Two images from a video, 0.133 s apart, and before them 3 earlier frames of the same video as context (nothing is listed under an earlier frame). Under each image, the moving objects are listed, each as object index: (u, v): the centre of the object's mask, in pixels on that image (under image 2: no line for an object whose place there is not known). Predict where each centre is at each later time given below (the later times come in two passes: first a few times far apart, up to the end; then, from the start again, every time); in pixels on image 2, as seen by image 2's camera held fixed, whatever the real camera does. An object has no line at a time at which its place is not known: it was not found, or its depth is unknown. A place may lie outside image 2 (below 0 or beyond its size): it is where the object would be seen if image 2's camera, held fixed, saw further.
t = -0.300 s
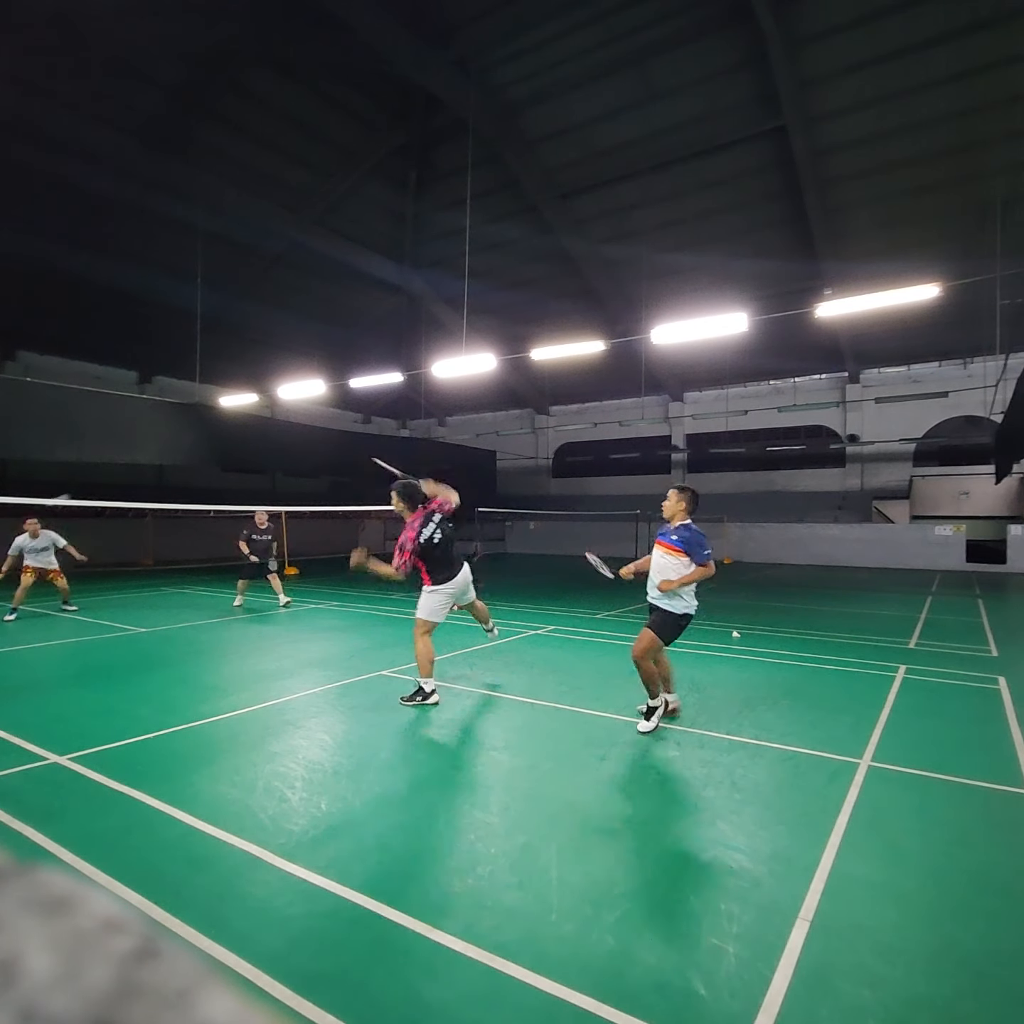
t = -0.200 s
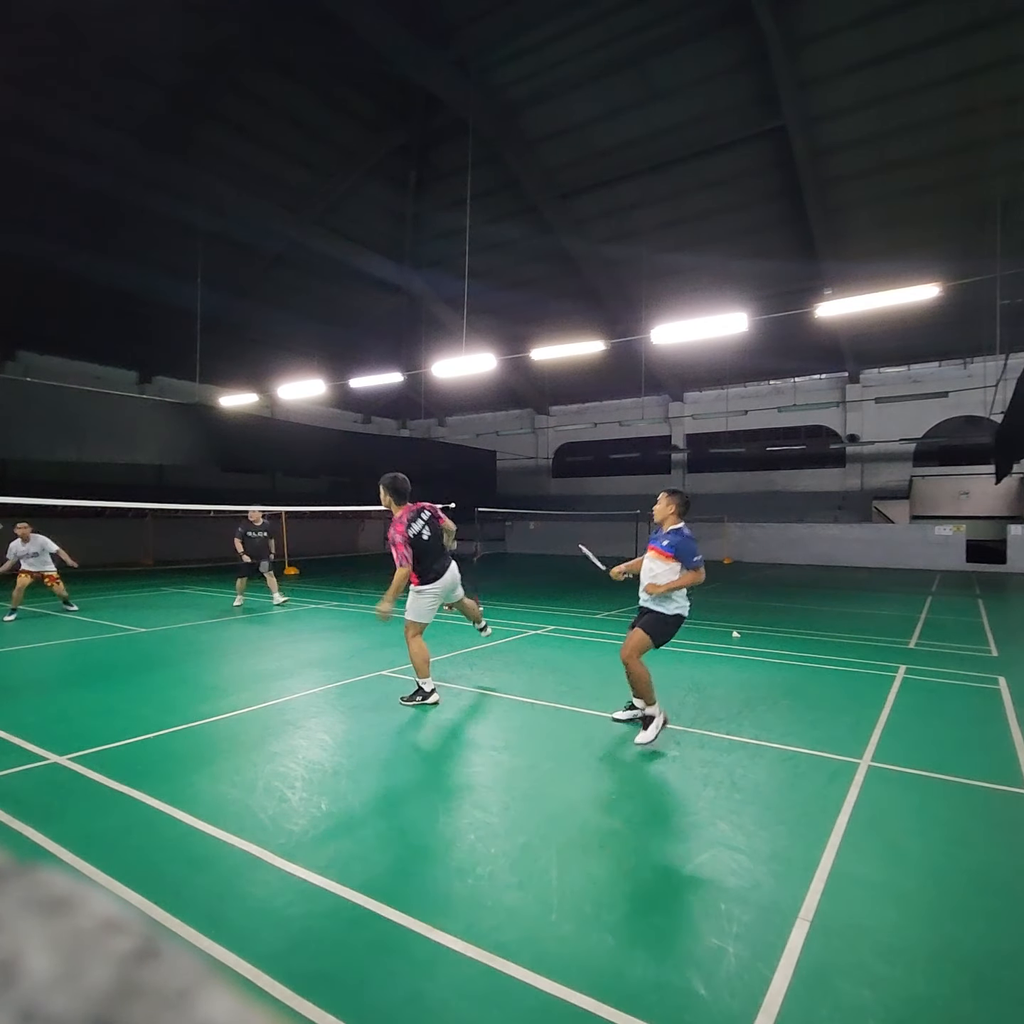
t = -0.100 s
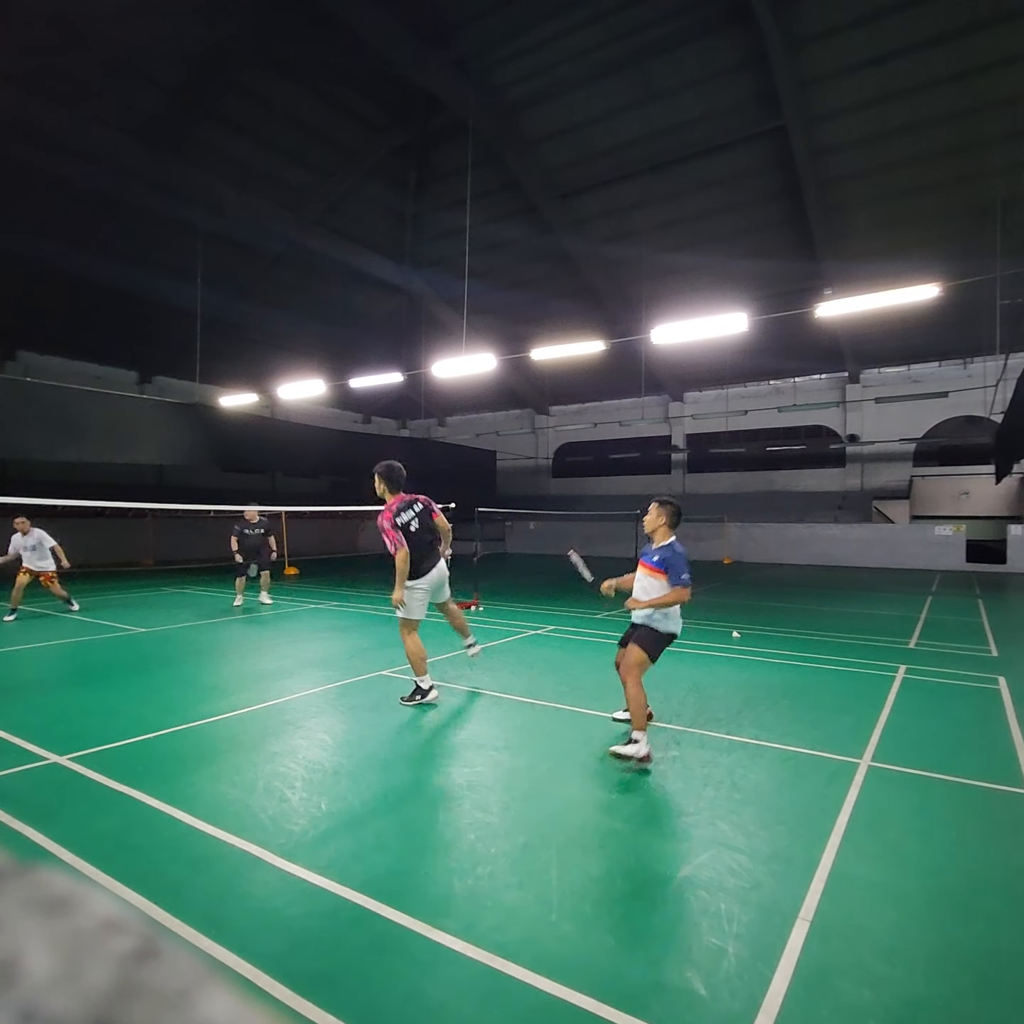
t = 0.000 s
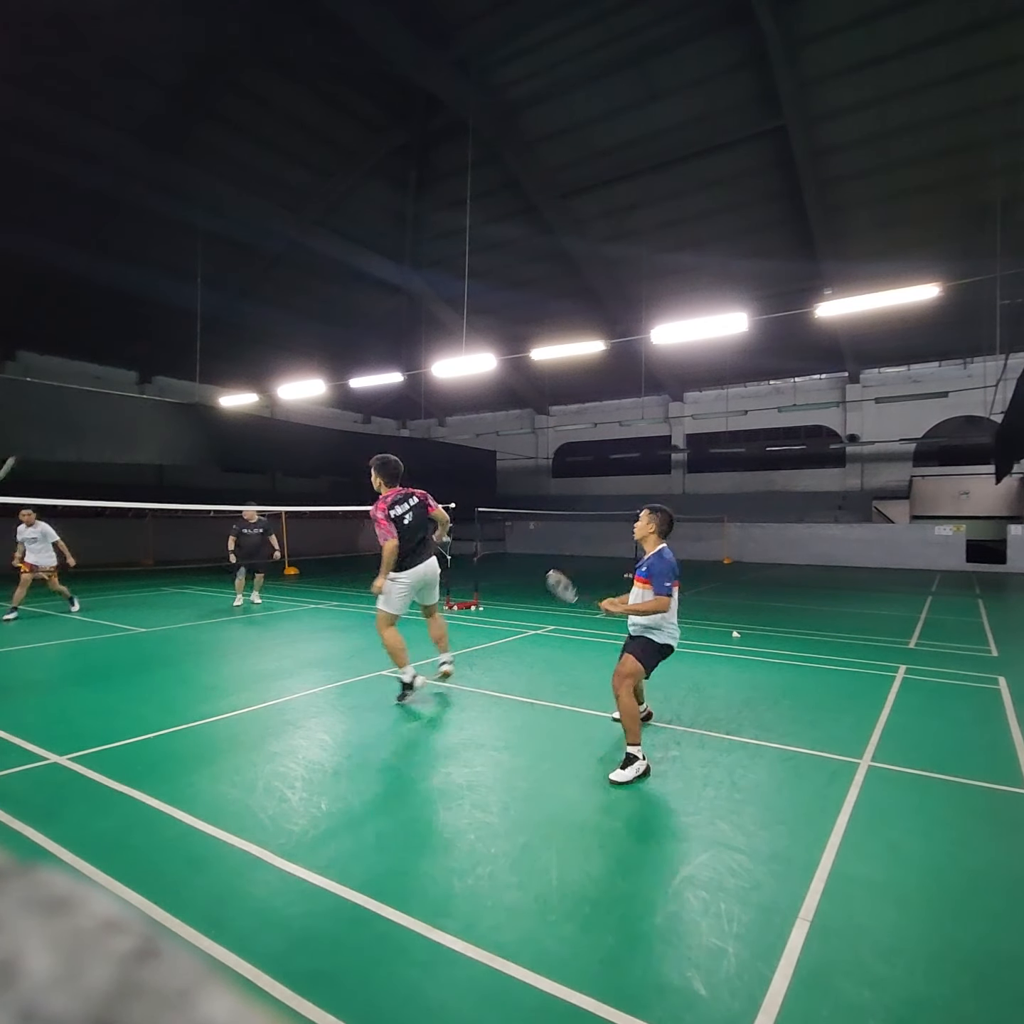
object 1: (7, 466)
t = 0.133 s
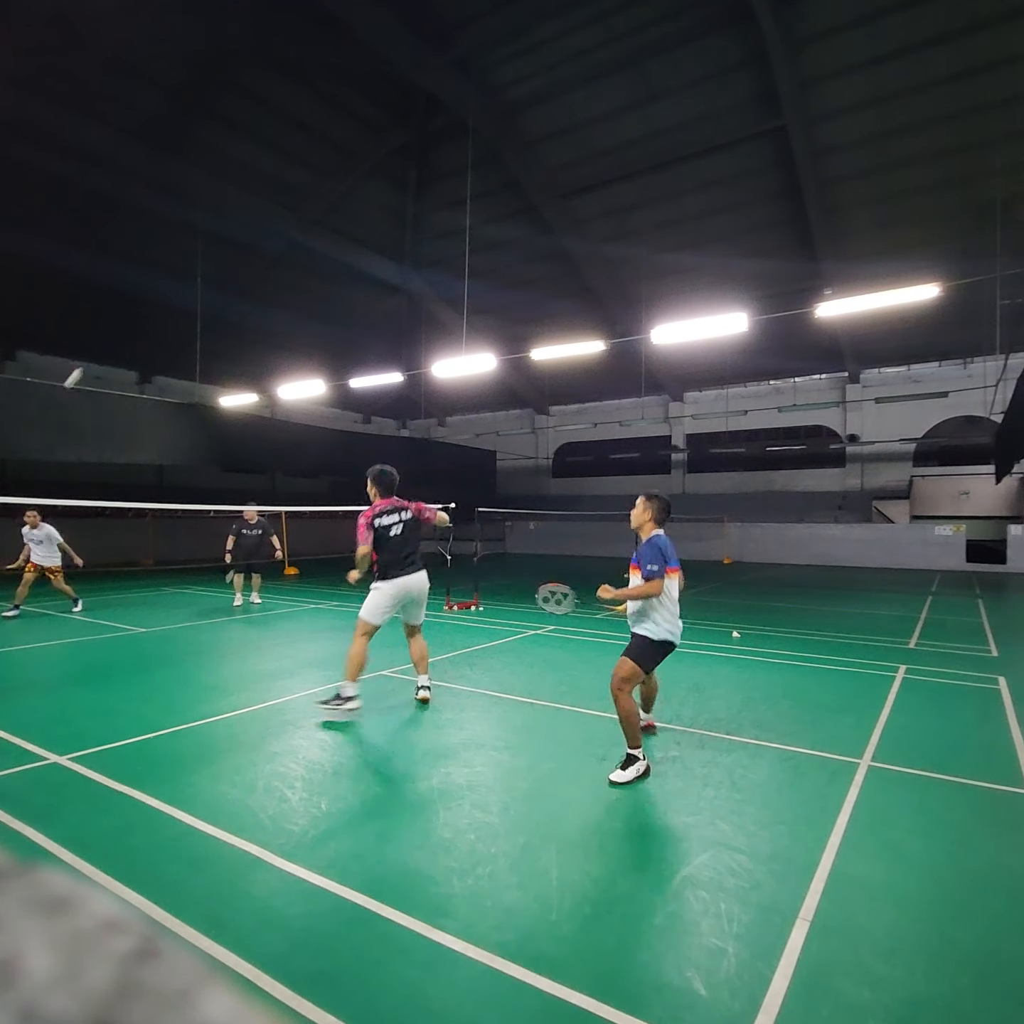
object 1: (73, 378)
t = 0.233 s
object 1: (119, 328)
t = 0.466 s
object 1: (223, 260)
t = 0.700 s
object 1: (328, 270)
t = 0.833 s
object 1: (390, 318)
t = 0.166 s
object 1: (89, 359)
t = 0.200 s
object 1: (104, 342)
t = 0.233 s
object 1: (119, 328)
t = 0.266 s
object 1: (135, 313)
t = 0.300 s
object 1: (149, 300)
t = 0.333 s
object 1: (164, 290)
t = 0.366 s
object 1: (179, 280)
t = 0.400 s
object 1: (194, 272)
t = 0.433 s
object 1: (208, 265)
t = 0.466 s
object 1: (223, 260)
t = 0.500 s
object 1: (238, 256)
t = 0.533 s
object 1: (252, 254)
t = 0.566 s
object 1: (267, 253)
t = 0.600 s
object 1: (282, 255)
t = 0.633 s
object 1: (297, 258)
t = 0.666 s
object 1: (312, 263)
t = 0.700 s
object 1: (328, 270)
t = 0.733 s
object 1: (343, 279)
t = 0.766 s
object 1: (359, 290)
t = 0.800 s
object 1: (374, 303)
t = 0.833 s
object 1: (390, 318)
